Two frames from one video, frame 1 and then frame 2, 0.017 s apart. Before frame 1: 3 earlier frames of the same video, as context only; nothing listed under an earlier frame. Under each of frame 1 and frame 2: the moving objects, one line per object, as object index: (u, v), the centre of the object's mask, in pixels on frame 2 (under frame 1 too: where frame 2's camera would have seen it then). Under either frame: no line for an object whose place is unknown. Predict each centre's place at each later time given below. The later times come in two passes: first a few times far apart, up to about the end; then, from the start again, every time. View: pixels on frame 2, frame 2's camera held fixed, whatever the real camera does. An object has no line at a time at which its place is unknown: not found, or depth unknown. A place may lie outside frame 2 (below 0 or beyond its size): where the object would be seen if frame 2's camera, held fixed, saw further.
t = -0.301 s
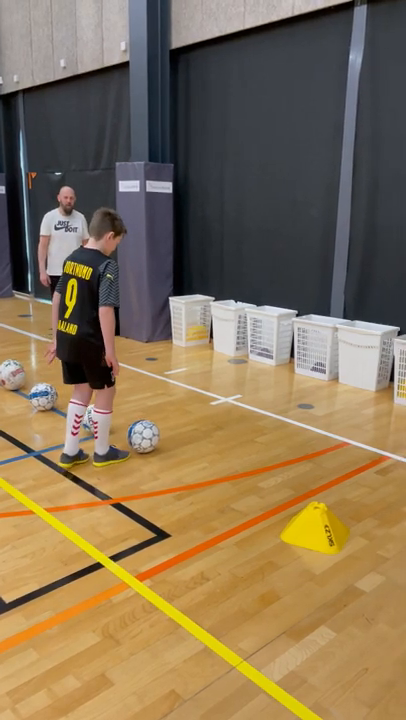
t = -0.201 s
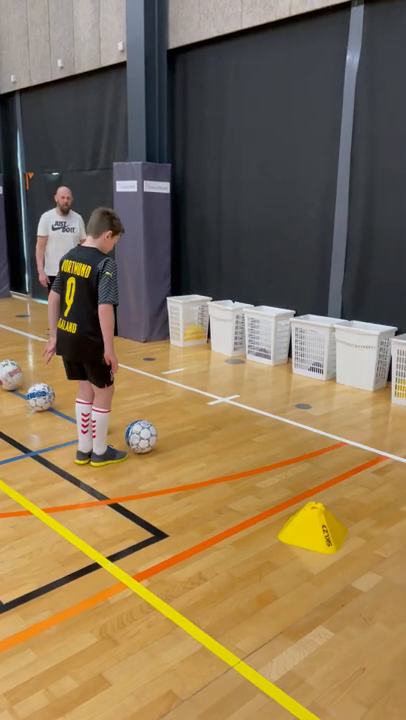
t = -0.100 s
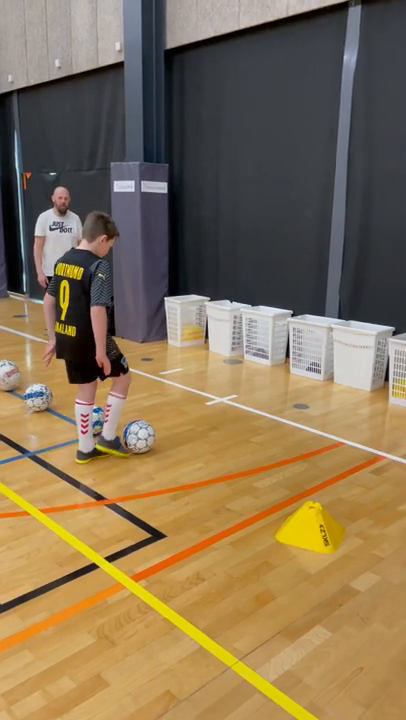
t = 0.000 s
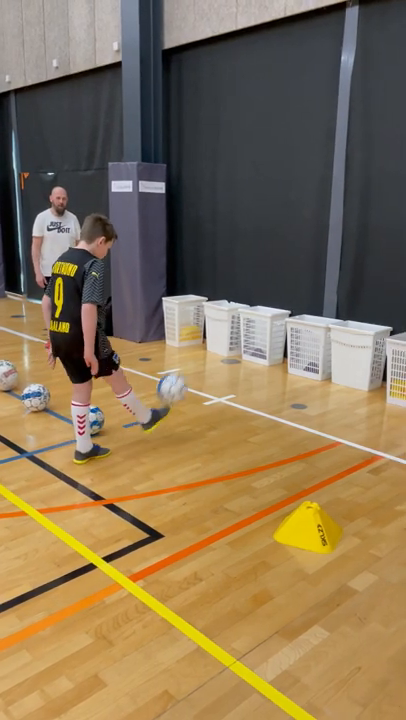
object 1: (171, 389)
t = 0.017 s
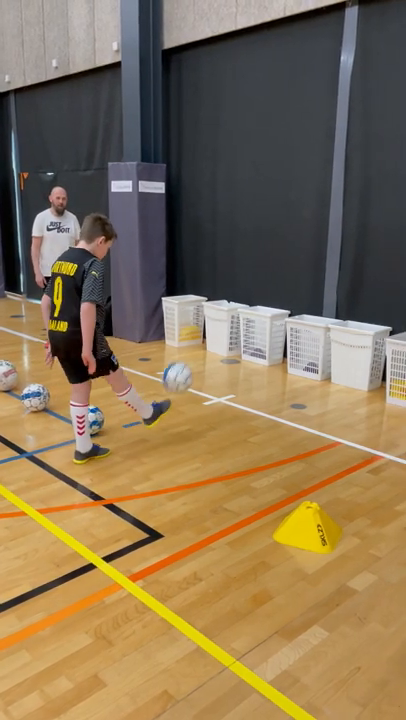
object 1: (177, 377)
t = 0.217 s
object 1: (239, 283)
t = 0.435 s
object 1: (292, 254)
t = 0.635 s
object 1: (328, 278)
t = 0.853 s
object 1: (347, 298)
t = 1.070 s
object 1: (340, 307)
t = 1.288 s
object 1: (344, 302)
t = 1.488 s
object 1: (352, 311)
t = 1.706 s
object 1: (356, 323)
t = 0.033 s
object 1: (183, 366)
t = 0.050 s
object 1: (188, 356)
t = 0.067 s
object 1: (194, 347)
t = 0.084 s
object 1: (199, 338)
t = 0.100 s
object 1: (204, 329)
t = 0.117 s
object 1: (210, 322)
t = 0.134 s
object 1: (216, 313)
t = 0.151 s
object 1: (220, 306)
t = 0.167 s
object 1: (225, 300)
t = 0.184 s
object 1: (230, 294)
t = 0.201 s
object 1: (234, 288)
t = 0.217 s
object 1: (239, 283)
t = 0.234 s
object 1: (243, 279)
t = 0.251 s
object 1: (248, 274)
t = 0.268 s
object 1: (252, 270)
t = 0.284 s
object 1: (256, 267)
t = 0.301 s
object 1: (261, 264)
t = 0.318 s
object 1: (265, 261)
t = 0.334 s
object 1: (269, 259)
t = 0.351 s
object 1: (273, 257)
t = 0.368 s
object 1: (277, 256)
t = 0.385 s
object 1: (280, 254)
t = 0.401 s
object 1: (284, 254)
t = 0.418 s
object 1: (288, 253)
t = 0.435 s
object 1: (292, 254)
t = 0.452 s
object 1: (295, 254)
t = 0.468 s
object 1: (299, 255)
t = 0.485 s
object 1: (302, 256)
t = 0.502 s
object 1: (305, 257)
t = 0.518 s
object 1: (309, 258)
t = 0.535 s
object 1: (312, 261)
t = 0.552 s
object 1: (315, 263)
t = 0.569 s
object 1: (318, 265)
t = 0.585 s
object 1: (320, 268)
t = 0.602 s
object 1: (323, 271)
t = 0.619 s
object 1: (325, 275)
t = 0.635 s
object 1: (328, 278)
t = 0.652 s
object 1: (331, 282)
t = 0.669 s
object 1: (333, 286)
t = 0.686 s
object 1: (336, 290)
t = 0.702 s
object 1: (338, 295)
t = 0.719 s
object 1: (340, 299)
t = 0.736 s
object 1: (342, 304)
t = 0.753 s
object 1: (344, 309)
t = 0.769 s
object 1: (345, 308)
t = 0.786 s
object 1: (347, 305)
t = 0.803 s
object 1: (347, 302)
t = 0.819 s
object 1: (347, 301)
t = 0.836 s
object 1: (347, 299)
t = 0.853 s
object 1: (347, 298)
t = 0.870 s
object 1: (346, 297)
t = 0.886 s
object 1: (346, 296)
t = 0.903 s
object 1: (346, 295)
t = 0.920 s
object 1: (345, 295)
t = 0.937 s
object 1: (345, 295)
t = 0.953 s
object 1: (344, 296)
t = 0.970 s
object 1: (344, 296)
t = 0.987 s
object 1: (343, 297)
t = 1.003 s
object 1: (342, 299)
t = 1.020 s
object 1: (342, 300)
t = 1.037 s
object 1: (341, 302)
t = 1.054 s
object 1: (340, 304)
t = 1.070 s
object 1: (340, 307)
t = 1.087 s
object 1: (339, 309)
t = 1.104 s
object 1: (339, 310)
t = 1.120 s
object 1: (340, 308)
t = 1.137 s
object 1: (340, 307)
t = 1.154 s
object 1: (341, 305)
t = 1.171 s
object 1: (341, 304)
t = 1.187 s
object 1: (342, 303)
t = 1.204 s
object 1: (342, 302)
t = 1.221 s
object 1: (342, 301)
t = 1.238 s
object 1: (343, 301)
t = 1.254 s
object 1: (343, 301)
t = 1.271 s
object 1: (344, 301)
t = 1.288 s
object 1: (344, 302)
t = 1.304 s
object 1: (345, 303)
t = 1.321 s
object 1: (345, 304)
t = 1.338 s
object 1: (345, 306)
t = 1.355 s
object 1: (345, 308)
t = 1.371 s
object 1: (346, 309)
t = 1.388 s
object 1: (346, 311)
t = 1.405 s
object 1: (347, 310)
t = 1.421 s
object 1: (348, 310)
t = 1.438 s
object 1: (349, 310)
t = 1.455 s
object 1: (350, 310)
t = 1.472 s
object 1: (350, 310)
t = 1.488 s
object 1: (352, 311)
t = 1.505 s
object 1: (353, 311)
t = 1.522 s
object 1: (353, 313)
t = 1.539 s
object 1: (354, 314)
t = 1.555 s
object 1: (355, 315)
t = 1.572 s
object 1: (355, 316)
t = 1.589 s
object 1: (355, 317)
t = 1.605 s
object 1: (356, 317)
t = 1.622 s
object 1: (356, 318)
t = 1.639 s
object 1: (356, 318)
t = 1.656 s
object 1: (356, 320)
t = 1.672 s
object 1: (356, 321)
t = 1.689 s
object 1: (356, 322)
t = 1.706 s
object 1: (356, 323)
